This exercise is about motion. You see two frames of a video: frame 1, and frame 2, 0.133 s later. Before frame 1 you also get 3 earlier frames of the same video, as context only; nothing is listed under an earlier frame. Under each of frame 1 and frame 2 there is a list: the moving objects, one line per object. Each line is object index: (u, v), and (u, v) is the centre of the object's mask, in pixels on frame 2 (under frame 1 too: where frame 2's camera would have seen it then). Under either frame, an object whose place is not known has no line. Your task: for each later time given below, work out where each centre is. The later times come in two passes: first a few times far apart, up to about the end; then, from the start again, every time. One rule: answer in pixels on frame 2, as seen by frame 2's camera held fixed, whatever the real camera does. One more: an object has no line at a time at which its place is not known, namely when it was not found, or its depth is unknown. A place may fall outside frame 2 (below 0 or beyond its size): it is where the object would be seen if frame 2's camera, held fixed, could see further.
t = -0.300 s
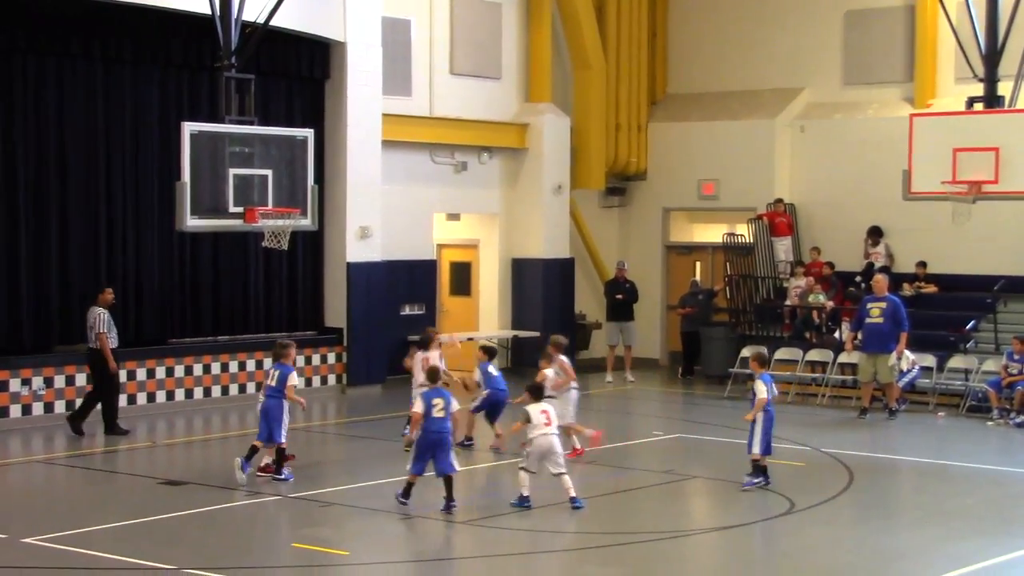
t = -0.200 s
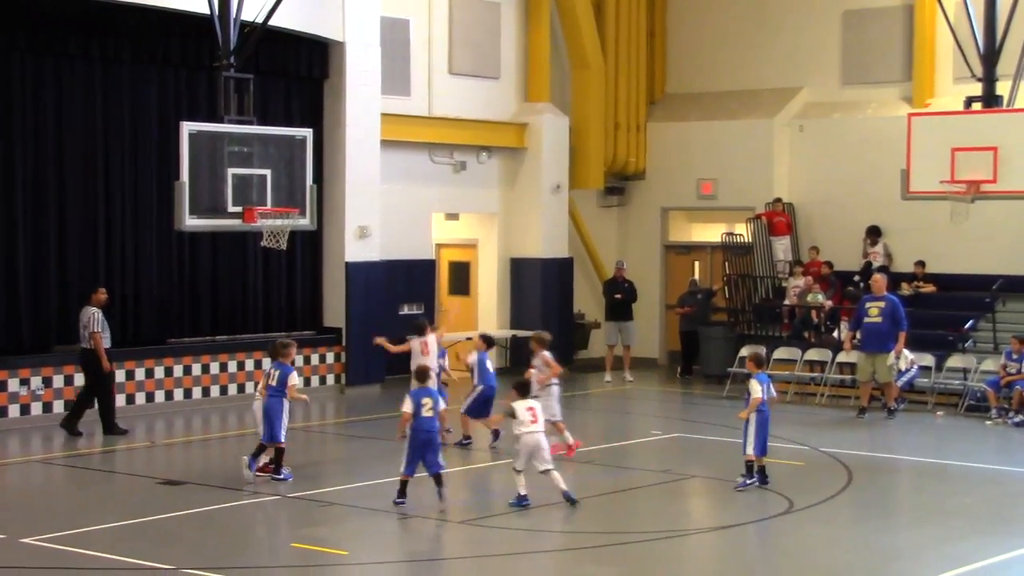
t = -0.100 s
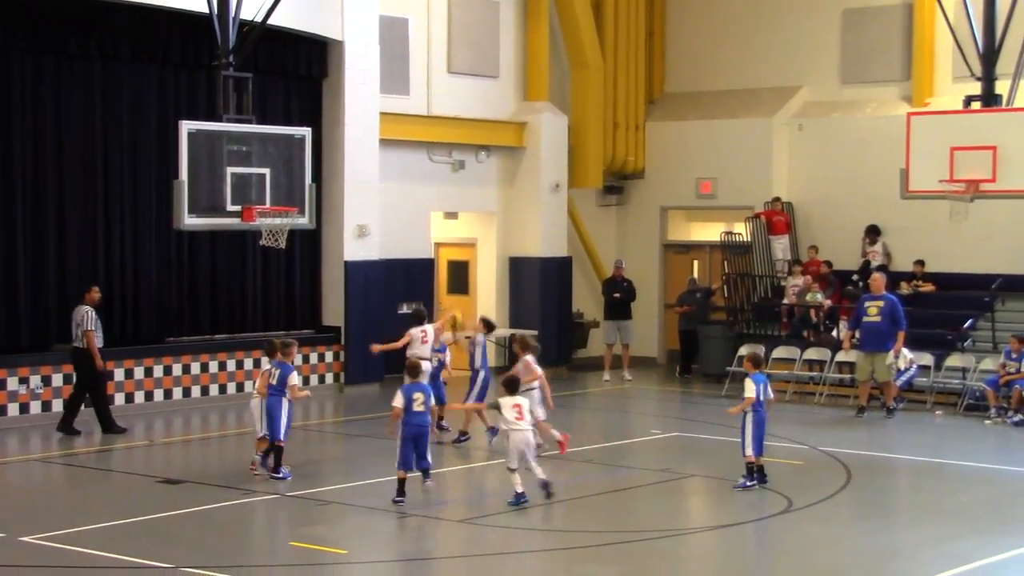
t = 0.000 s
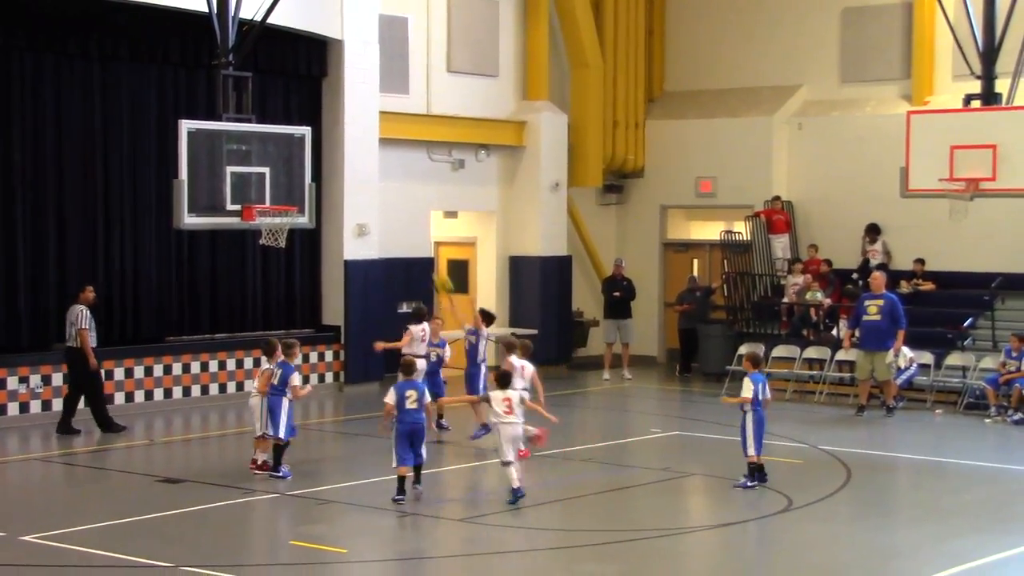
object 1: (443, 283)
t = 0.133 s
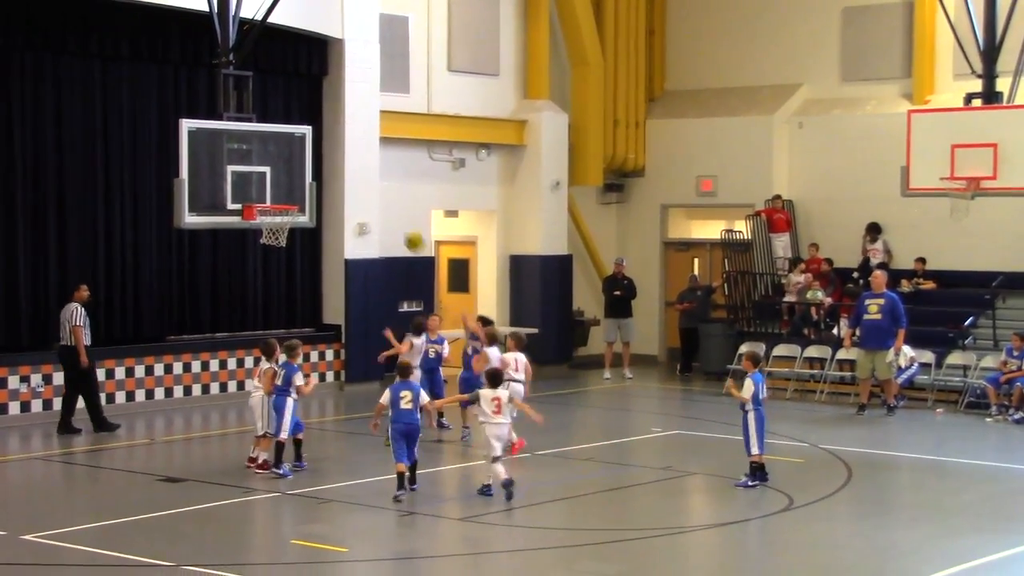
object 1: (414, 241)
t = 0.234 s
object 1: (393, 220)
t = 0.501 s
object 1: (335, 204)
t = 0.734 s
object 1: (287, 243)
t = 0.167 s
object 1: (407, 233)
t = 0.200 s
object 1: (400, 226)
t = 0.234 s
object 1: (393, 220)
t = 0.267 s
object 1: (386, 214)
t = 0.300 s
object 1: (379, 210)
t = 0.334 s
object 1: (372, 206)
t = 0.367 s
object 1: (365, 204)
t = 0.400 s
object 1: (358, 203)
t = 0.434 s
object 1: (351, 202)
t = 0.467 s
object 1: (342, 202)
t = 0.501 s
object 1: (335, 204)
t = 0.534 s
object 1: (330, 206)
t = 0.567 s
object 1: (322, 210)
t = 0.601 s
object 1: (316, 214)
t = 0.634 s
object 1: (309, 219)
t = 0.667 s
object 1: (300, 228)
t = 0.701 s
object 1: (295, 234)
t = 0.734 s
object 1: (287, 243)
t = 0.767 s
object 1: (280, 252)
